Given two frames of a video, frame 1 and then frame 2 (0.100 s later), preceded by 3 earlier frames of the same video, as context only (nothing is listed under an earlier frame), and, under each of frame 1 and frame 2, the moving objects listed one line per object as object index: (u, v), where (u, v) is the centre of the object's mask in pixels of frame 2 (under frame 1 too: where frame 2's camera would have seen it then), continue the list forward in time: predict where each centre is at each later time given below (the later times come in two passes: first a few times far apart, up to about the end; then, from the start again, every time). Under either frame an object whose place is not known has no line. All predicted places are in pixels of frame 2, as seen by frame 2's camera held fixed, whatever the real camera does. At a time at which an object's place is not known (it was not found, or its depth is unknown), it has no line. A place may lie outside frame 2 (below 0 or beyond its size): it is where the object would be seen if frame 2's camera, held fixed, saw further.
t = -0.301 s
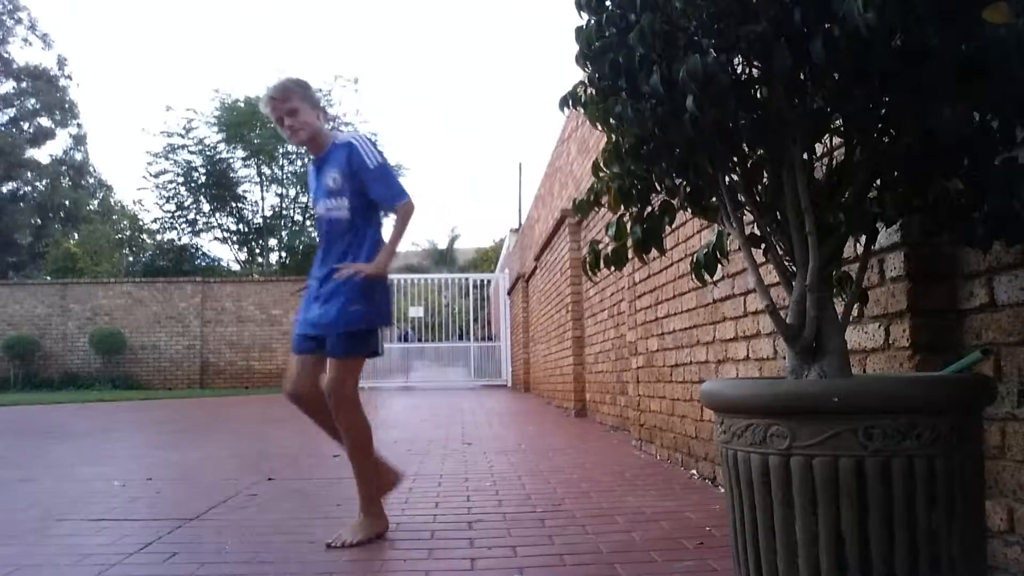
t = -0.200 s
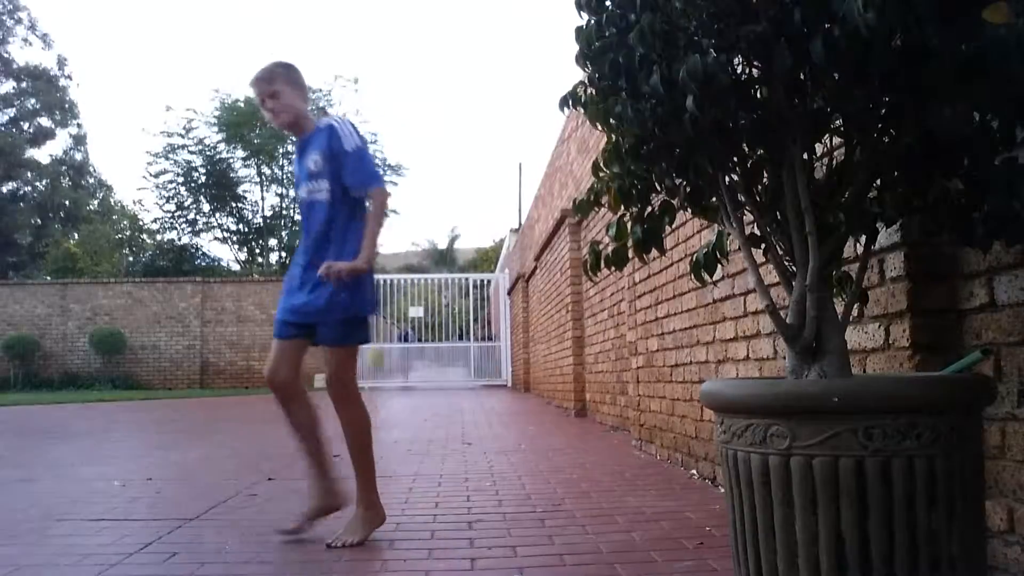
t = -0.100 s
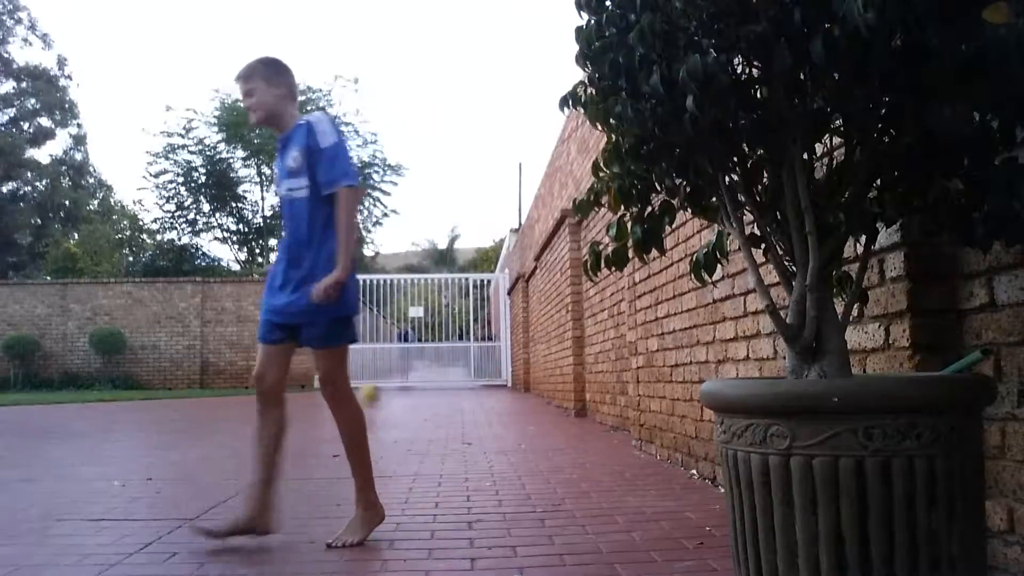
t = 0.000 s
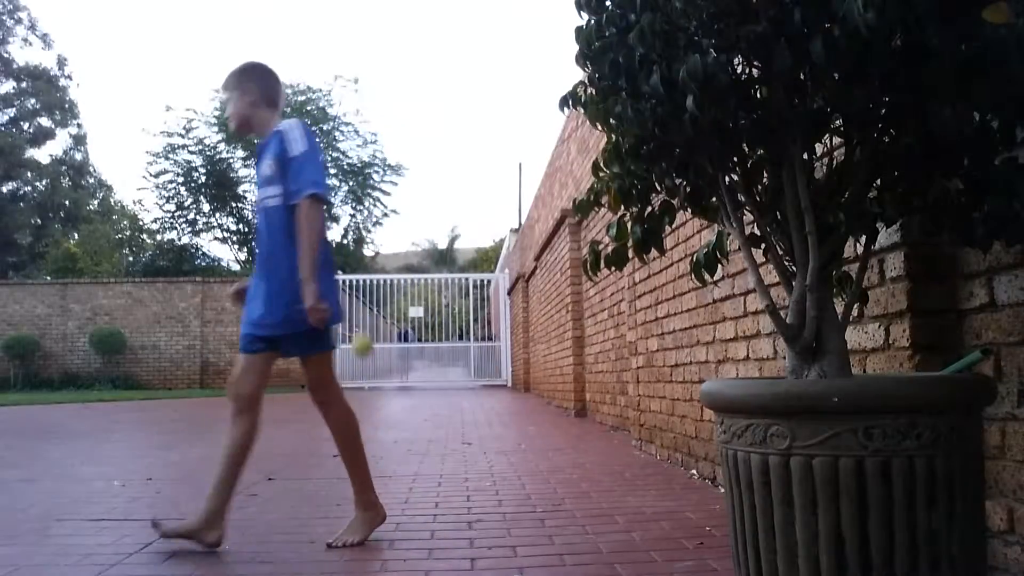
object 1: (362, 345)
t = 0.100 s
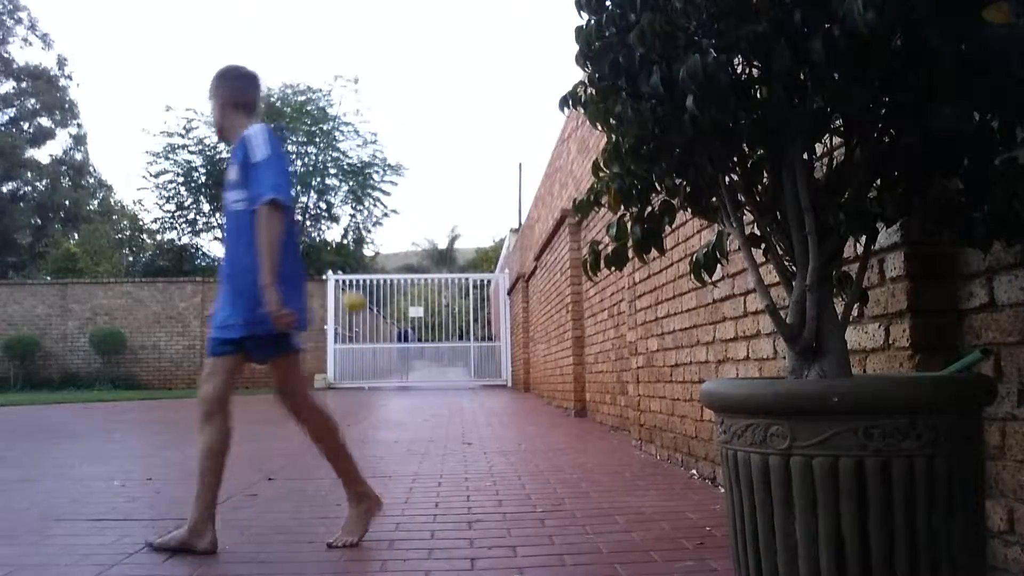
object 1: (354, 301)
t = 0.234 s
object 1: (343, 255)
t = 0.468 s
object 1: (318, 208)
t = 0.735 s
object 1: (274, 235)
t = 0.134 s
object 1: (351, 289)
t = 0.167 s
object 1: (348, 276)
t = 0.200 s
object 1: (346, 263)
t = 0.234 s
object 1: (343, 255)
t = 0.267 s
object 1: (340, 245)
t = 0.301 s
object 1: (337, 237)
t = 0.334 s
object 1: (333, 228)
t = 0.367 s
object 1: (328, 220)
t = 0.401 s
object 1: (325, 215)
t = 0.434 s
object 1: (323, 212)
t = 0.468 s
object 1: (318, 208)
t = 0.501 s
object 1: (314, 205)
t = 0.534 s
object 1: (308, 203)
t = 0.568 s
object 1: (304, 205)
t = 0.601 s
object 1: (299, 207)
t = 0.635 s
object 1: (293, 211)
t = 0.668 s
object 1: (288, 216)
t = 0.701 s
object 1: (281, 225)
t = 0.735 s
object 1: (274, 235)
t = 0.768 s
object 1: (267, 247)
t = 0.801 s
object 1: (259, 264)
